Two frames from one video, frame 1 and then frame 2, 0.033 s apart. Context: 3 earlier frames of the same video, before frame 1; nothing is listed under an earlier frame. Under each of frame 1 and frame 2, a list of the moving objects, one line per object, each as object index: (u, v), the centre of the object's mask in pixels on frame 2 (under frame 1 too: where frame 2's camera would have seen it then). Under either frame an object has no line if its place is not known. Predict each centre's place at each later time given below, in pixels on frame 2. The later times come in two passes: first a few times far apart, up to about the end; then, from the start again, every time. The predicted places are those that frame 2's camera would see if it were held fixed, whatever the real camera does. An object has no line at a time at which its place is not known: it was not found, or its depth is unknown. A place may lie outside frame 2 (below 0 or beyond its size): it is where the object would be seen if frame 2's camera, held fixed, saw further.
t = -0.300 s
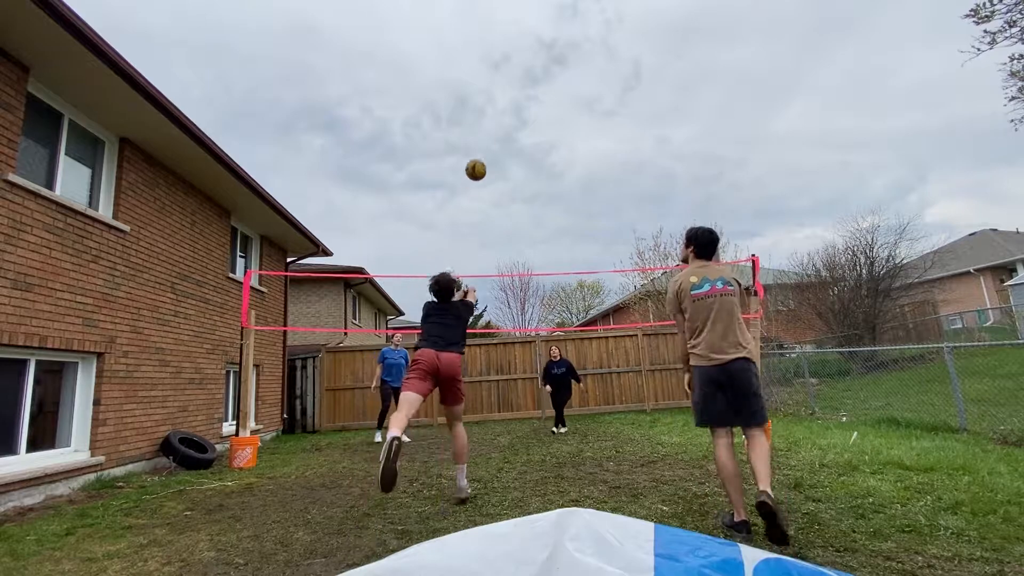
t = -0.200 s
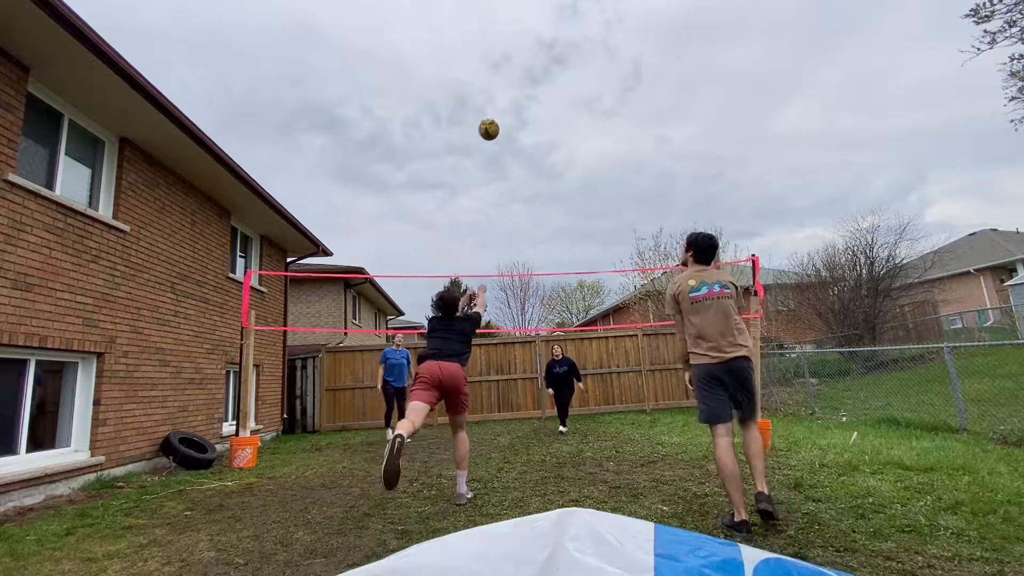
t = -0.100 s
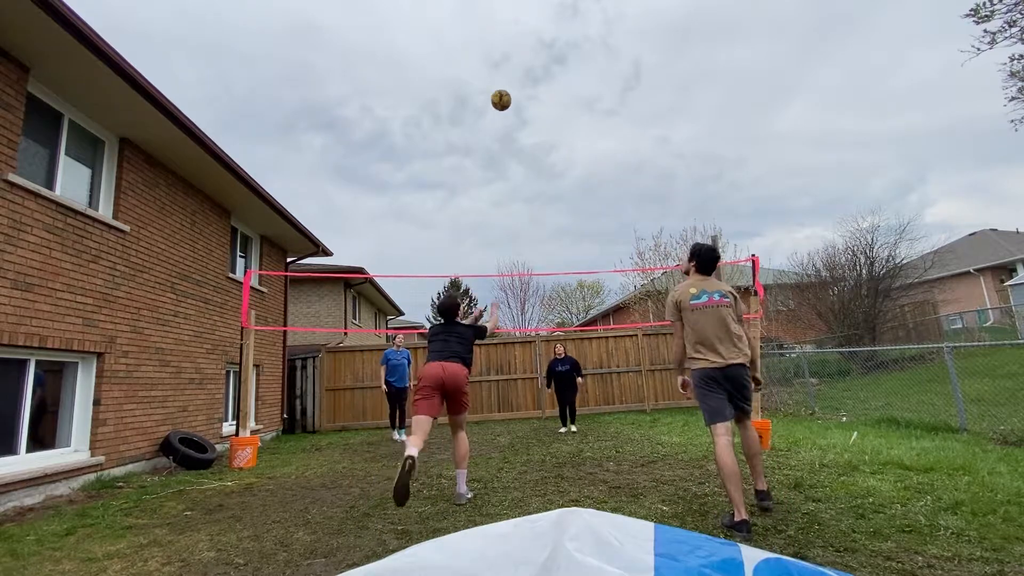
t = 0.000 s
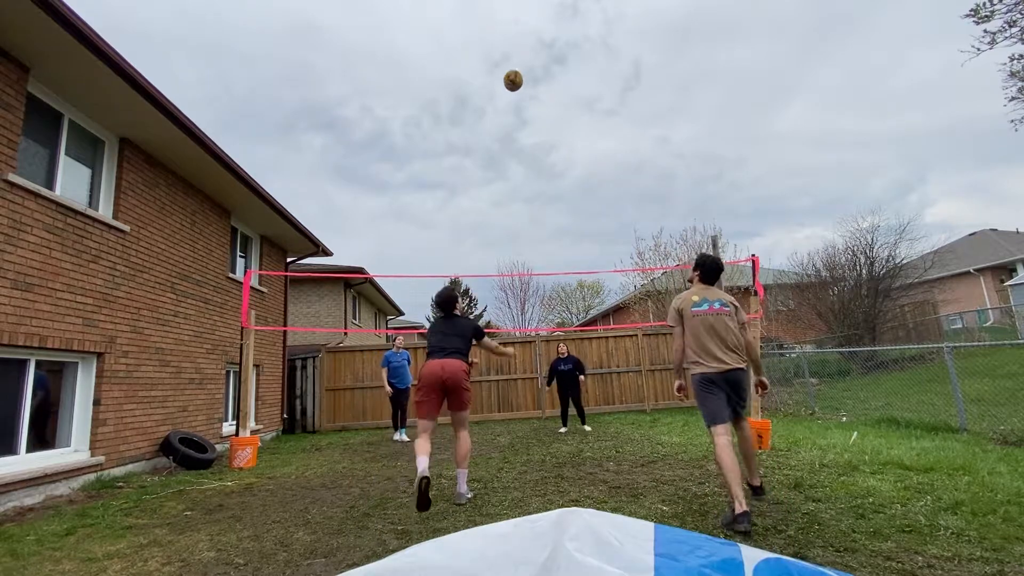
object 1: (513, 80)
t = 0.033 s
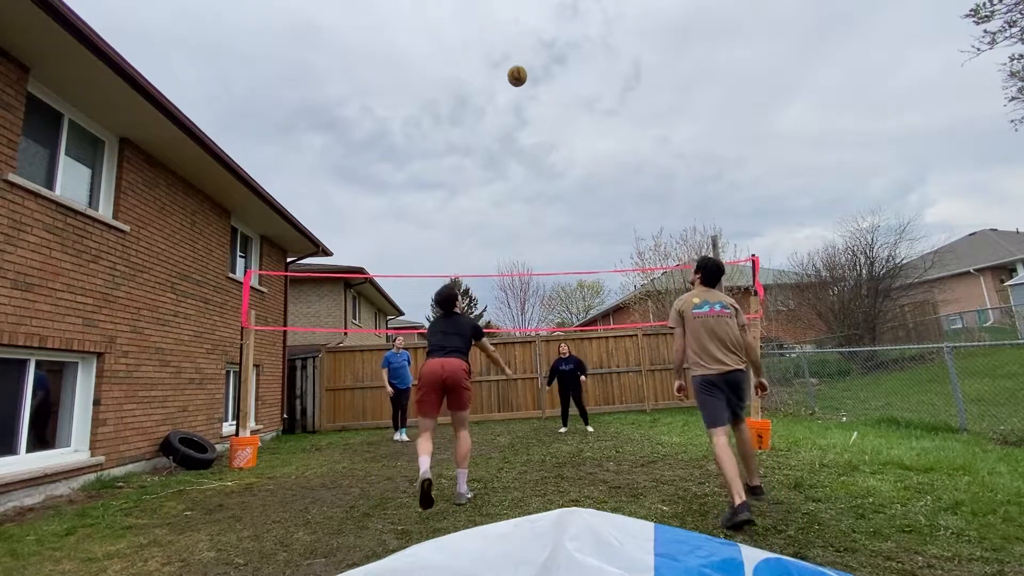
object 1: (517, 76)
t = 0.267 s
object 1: (546, 69)
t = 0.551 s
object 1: (584, 117)
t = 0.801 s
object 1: (621, 209)
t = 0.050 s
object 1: (519, 74)
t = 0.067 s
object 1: (521, 72)
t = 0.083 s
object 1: (523, 71)
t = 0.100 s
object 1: (525, 70)
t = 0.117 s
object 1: (527, 69)
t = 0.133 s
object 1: (529, 68)
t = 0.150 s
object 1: (531, 67)
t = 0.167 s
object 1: (533, 67)
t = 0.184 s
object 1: (535, 67)
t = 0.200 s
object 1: (538, 67)
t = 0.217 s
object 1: (540, 67)
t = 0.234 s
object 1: (542, 68)
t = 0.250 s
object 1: (544, 69)
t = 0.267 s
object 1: (546, 69)
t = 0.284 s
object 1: (548, 71)
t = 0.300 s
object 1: (550, 72)
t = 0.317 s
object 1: (552, 74)
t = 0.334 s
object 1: (555, 75)
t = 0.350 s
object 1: (557, 77)
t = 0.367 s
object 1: (559, 80)
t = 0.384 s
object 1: (561, 82)
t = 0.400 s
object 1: (563, 84)
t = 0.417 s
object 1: (566, 87)
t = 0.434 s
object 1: (568, 90)
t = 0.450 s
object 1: (570, 93)
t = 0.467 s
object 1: (572, 97)
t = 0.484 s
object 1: (575, 100)
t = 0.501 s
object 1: (577, 104)
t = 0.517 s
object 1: (579, 108)
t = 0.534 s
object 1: (582, 112)
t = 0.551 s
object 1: (584, 117)
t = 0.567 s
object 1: (586, 121)
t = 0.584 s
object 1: (589, 126)
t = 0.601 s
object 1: (591, 131)
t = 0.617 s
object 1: (593, 137)
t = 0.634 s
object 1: (596, 142)
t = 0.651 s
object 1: (598, 148)
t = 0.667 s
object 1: (601, 154)
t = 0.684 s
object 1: (603, 160)
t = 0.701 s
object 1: (606, 166)
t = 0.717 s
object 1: (608, 173)
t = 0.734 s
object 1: (610, 180)
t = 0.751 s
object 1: (613, 187)
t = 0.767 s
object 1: (616, 194)
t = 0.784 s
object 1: (618, 202)
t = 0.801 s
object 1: (621, 209)
